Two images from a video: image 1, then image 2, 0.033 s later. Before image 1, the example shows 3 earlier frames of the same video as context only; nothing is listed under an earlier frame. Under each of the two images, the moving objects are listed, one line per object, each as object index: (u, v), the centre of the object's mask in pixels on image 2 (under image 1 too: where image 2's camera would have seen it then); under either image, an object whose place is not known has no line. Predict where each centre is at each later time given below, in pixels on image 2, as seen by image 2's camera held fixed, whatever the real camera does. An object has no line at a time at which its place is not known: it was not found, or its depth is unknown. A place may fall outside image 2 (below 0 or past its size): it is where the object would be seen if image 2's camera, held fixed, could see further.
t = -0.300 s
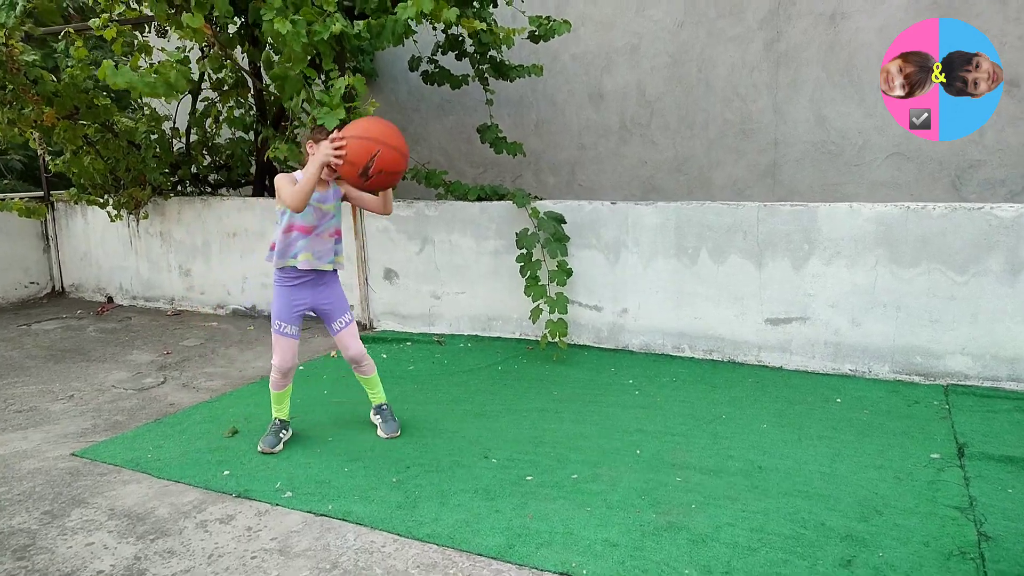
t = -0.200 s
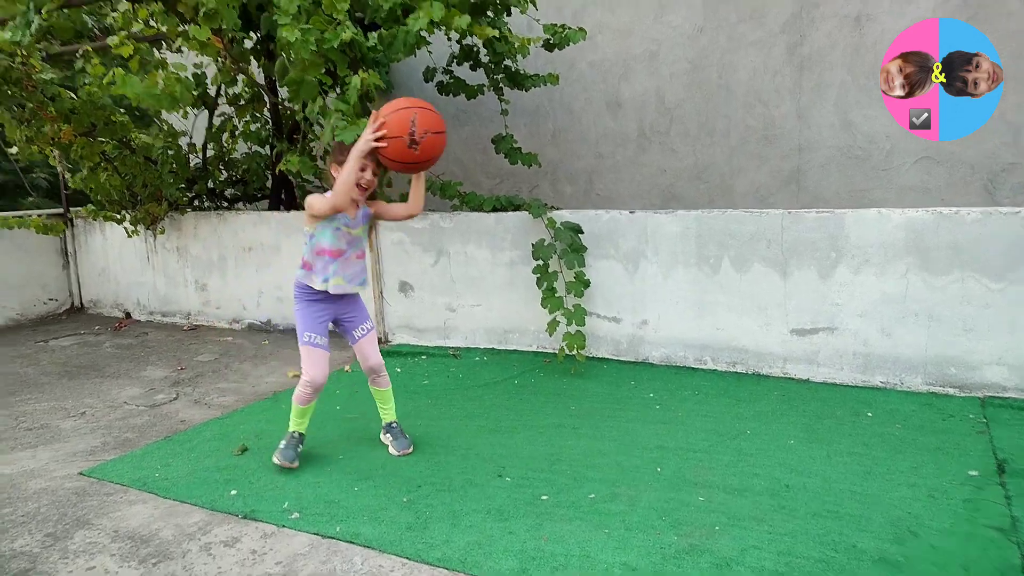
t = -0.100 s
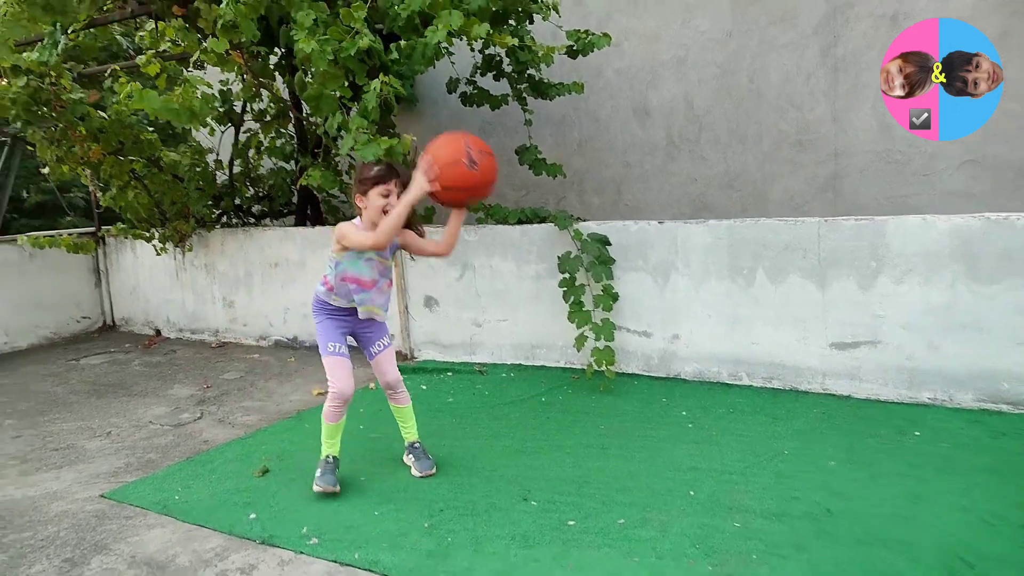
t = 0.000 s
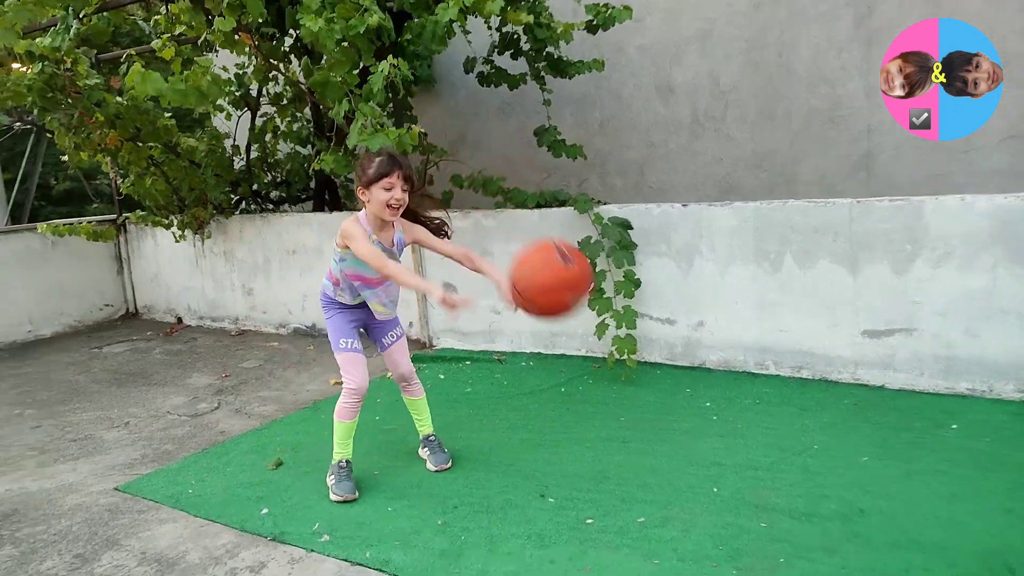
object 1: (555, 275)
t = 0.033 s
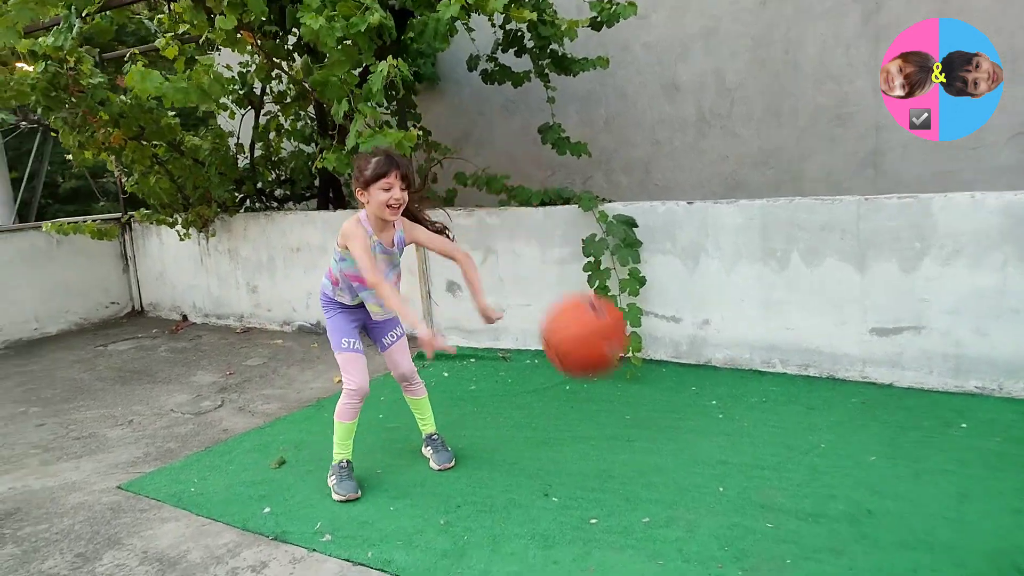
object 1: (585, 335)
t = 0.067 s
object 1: (616, 396)
